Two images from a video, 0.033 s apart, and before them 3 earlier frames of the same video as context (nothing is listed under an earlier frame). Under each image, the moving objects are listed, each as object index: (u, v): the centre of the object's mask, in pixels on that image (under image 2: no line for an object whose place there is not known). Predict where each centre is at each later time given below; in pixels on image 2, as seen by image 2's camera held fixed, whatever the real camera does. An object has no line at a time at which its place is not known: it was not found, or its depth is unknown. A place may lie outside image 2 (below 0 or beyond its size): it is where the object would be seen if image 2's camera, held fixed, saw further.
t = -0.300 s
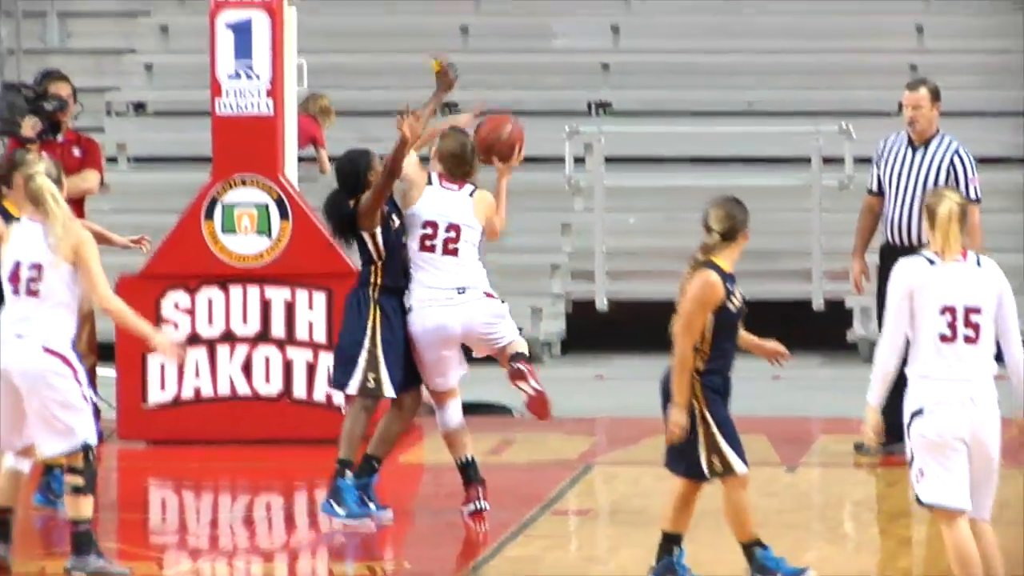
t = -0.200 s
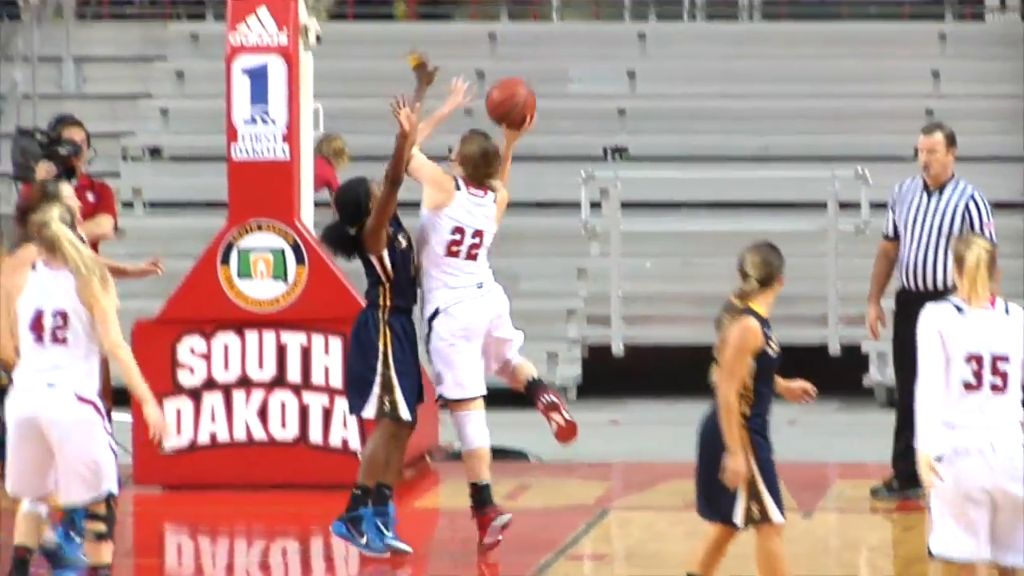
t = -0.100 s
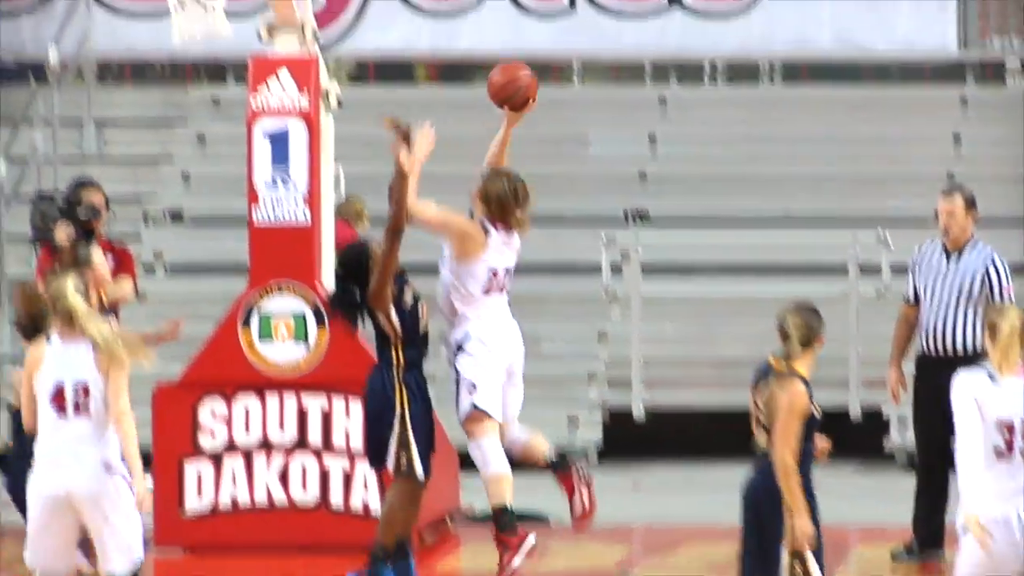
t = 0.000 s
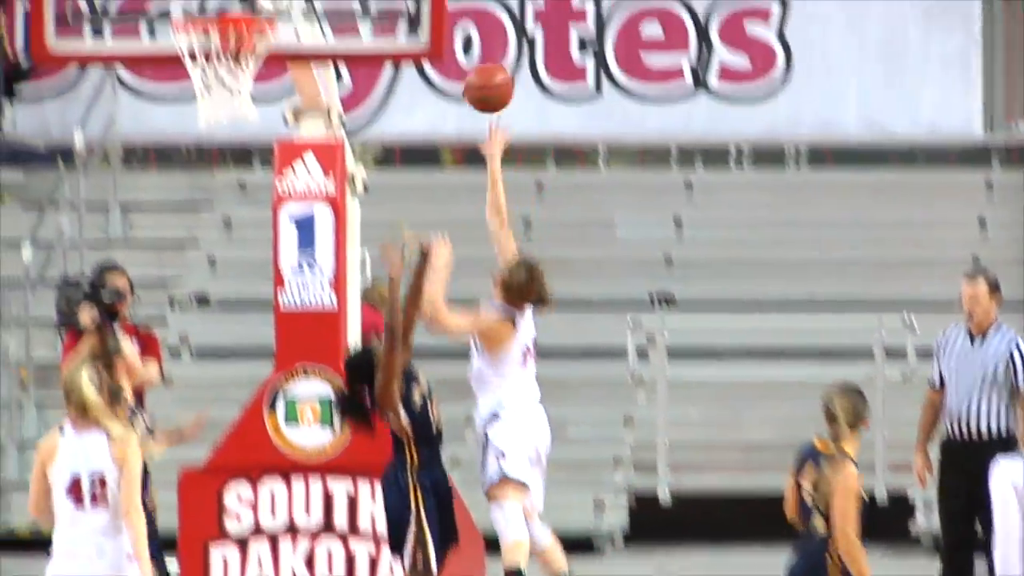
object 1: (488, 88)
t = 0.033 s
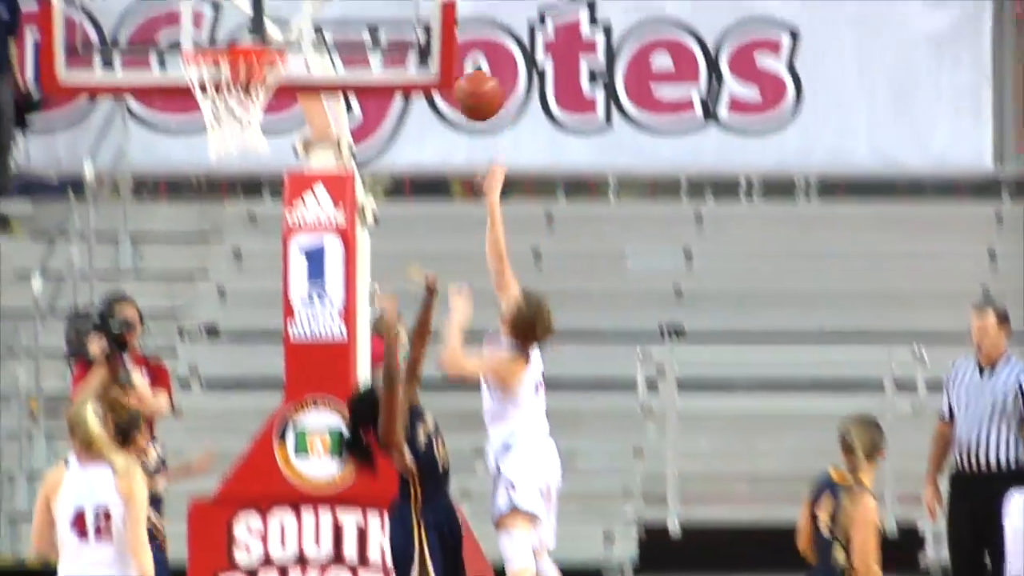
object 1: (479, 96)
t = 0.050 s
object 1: (467, 85)
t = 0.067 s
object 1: (457, 74)
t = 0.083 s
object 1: (446, 64)
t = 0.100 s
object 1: (436, 56)
